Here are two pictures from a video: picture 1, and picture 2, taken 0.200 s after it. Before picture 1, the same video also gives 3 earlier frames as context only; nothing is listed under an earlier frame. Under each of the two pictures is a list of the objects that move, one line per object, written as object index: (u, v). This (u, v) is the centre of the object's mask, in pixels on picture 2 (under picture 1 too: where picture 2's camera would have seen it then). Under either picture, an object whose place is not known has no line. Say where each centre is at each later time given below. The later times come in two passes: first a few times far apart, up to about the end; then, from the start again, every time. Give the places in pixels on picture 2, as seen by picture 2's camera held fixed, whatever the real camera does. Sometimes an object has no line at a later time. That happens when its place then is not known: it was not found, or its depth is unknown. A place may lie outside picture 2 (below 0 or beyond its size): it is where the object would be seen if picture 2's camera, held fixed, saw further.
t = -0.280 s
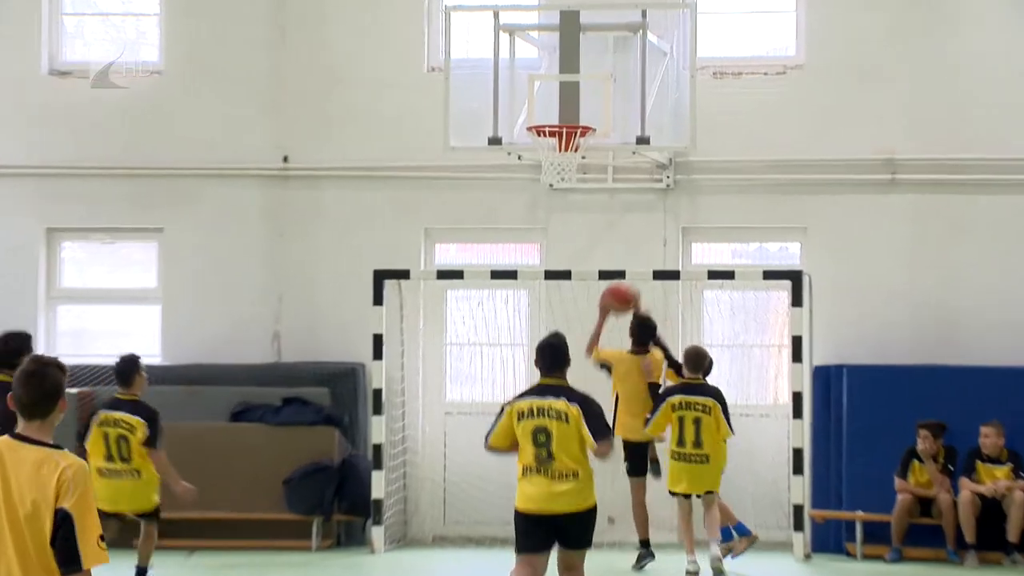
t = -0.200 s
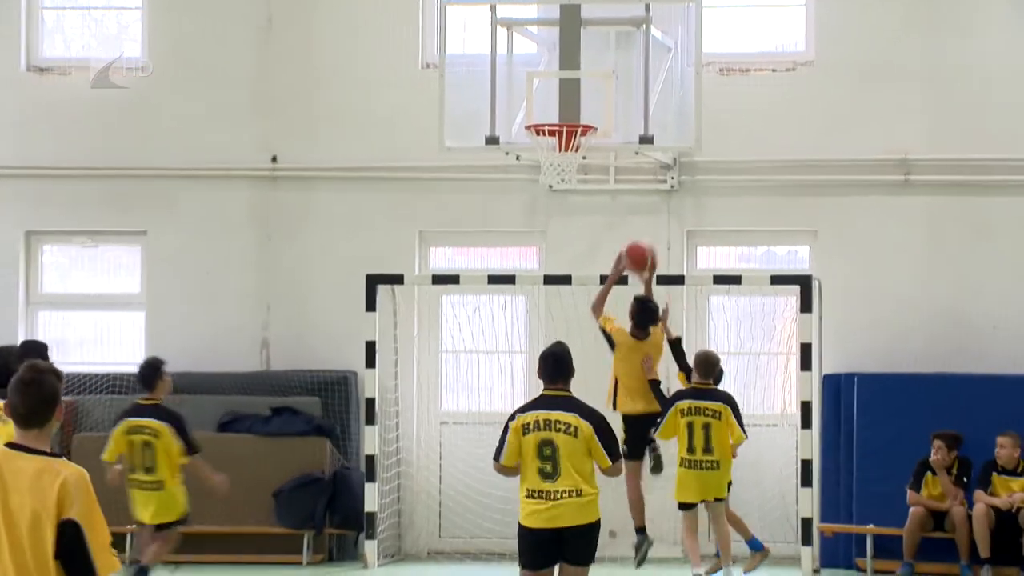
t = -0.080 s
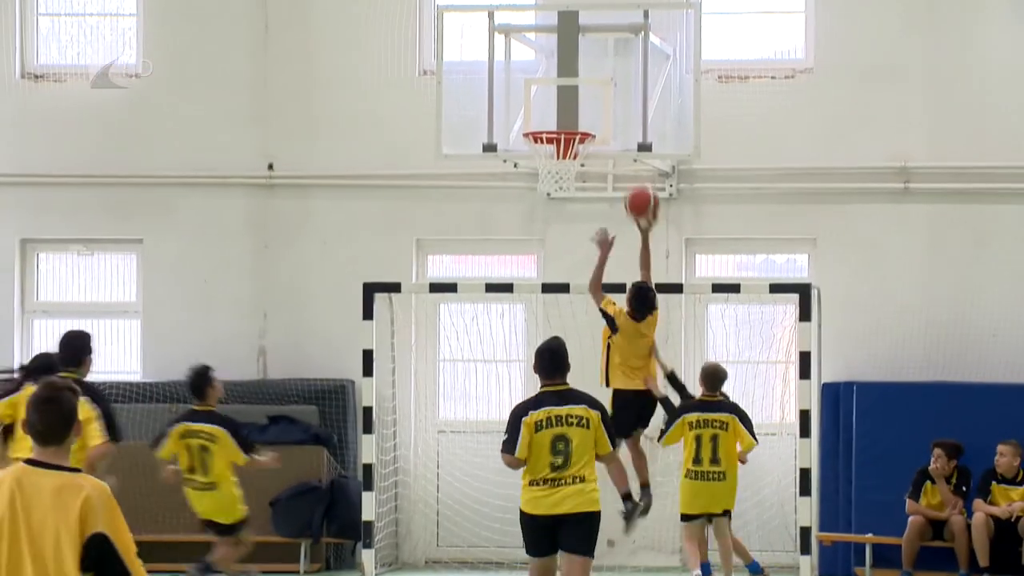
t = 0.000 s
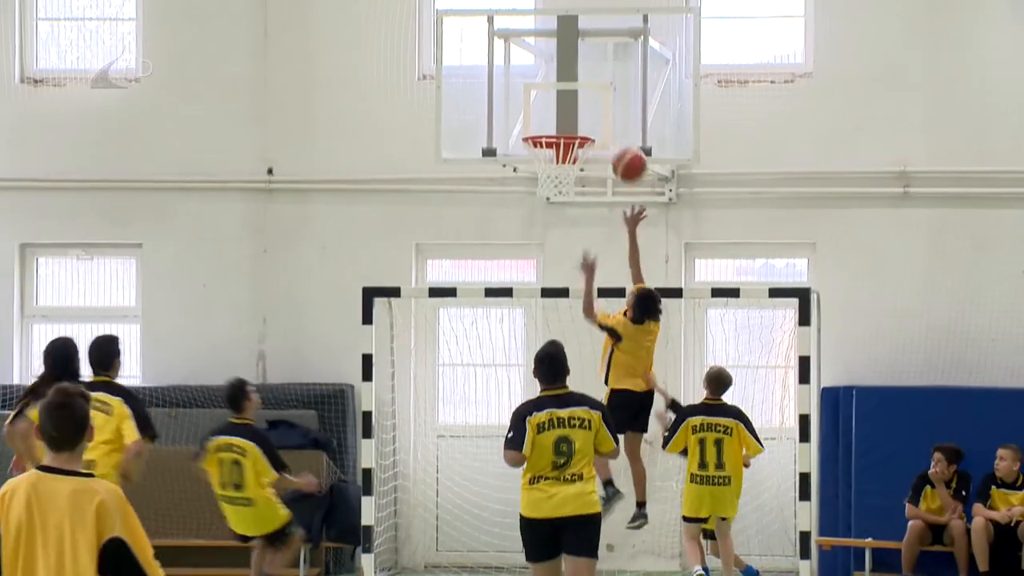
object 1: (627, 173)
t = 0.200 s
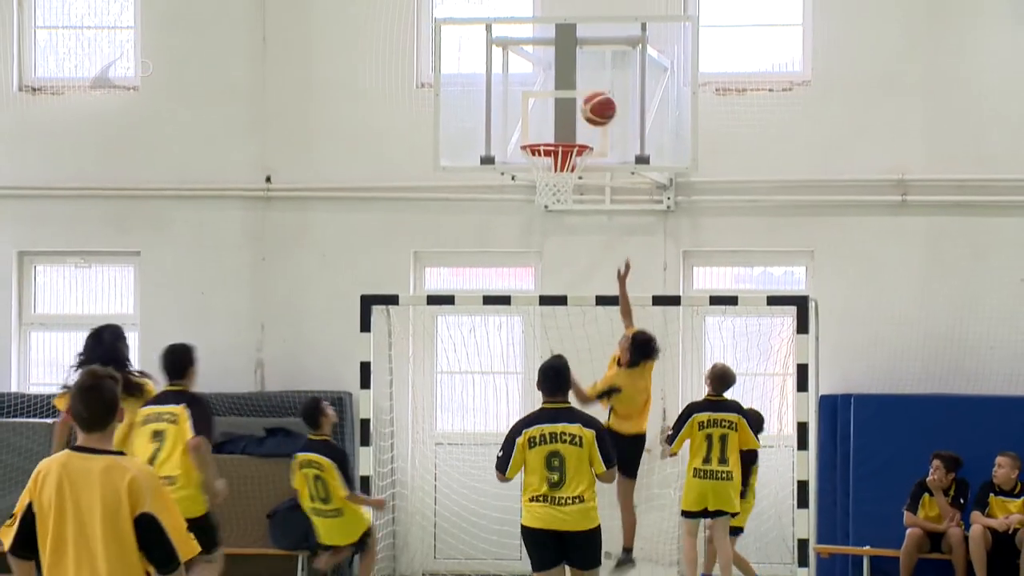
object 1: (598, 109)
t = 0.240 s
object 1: (595, 105)
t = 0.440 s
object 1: (581, 123)
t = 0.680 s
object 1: (546, 154)
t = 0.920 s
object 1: (543, 181)
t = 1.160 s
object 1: (569, 251)
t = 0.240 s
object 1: (595, 105)
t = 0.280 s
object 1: (592, 104)
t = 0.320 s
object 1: (589, 106)
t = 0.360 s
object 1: (586, 109)
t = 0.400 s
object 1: (583, 115)
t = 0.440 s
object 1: (581, 123)
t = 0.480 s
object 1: (578, 130)
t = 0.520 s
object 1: (571, 131)
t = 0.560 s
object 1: (565, 131)
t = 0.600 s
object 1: (559, 133)
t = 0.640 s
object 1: (552, 142)
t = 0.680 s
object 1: (546, 154)
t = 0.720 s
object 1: (539, 162)
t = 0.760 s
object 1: (535, 170)
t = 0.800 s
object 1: (535, 172)
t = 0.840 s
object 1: (536, 174)
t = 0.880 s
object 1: (539, 176)
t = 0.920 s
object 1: (543, 181)
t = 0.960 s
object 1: (547, 187)
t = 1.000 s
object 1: (552, 195)
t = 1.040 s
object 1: (556, 206)
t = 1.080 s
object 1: (560, 218)
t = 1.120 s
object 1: (565, 233)
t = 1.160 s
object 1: (569, 251)
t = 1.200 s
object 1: (574, 270)
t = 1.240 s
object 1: (578, 292)
